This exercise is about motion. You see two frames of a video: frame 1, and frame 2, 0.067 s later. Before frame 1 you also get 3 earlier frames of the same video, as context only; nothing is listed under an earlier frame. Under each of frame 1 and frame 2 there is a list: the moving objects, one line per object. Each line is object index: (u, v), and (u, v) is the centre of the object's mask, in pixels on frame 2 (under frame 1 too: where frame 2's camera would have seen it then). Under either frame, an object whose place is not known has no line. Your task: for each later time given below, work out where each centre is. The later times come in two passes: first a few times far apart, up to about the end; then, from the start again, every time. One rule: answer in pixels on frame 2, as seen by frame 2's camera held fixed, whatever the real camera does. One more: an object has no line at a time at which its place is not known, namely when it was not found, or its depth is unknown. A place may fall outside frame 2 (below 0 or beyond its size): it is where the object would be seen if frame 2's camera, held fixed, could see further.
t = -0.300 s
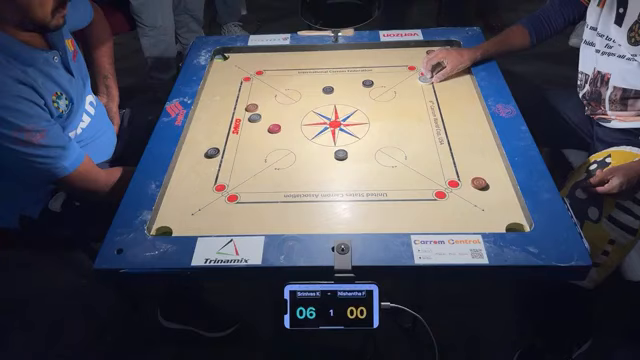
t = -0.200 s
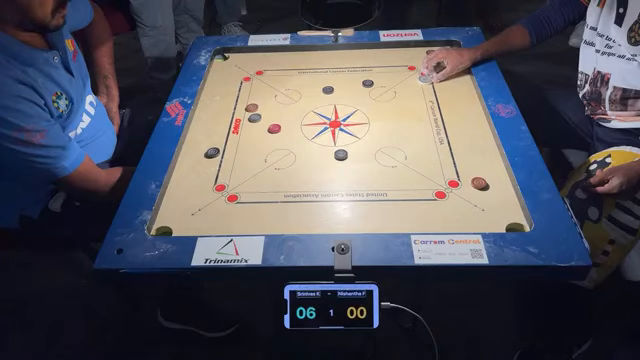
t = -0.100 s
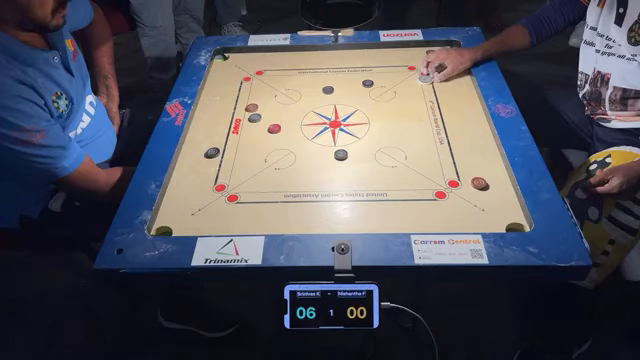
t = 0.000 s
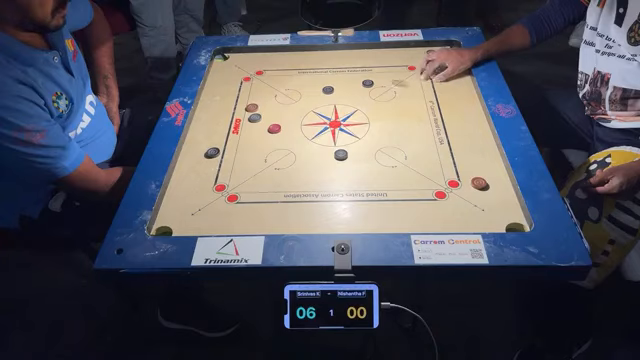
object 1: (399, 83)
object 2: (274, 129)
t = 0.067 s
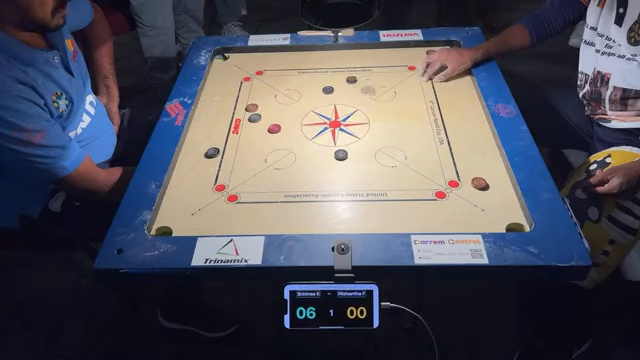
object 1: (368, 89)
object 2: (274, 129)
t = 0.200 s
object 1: (321, 106)
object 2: (274, 128)
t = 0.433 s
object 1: (263, 123)
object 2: (253, 146)
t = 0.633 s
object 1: (249, 127)
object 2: (220, 172)
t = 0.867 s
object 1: (249, 127)
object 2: (204, 183)
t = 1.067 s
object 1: (249, 127)
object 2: (204, 183)
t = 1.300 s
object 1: (249, 127)
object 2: (204, 183)
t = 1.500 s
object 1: (249, 127)
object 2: (204, 183)
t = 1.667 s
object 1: (249, 127)
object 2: (204, 183)
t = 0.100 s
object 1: (356, 94)
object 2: (274, 128)
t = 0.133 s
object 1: (343, 99)
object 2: (274, 128)
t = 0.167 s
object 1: (332, 102)
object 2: (274, 128)
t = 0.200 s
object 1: (321, 106)
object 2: (274, 128)
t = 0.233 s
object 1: (310, 110)
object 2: (274, 128)
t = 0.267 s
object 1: (299, 114)
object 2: (274, 128)
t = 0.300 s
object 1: (290, 117)
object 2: (274, 128)
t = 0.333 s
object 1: (281, 120)
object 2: (274, 128)
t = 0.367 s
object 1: (274, 121)
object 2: (267, 135)
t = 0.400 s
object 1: (268, 122)
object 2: (260, 140)
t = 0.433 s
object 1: (263, 123)
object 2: (253, 146)
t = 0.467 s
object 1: (260, 124)
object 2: (246, 151)
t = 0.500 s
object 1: (256, 125)
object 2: (240, 156)
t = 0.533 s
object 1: (254, 125)
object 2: (234, 160)
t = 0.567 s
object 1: (252, 126)
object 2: (229, 165)
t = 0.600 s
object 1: (250, 126)
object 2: (224, 169)
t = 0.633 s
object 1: (249, 127)
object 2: (220, 172)
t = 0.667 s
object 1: (249, 127)
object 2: (215, 175)
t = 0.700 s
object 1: (249, 127)
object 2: (212, 177)
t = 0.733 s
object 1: (249, 127)
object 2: (208, 180)
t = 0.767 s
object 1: (249, 127)
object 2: (207, 181)
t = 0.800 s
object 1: (249, 127)
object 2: (205, 182)
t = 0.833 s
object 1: (249, 127)
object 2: (204, 183)
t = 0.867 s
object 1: (249, 127)
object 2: (204, 183)
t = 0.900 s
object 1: (249, 127)
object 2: (204, 183)
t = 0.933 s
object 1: (249, 127)
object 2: (204, 183)
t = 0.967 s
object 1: (249, 127)
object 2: (204, 183)
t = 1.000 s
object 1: (249, 127)
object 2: (204, 183)
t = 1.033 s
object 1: (249, 127)
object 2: (204, 183)
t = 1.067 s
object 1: (249, 127)
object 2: (204, 183)
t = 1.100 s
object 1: (249, 127)
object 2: (204, 183)
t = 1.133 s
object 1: (249, 127)
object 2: (204, 183)
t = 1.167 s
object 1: (249, 127)
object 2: (204, 183)
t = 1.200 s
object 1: (249, 127)
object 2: (204, 183)
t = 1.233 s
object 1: (249, 127)
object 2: (204, 183)
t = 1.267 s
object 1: (249, 127)
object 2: (204, 183)
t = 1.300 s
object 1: (249, 127)
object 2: (204, 183)
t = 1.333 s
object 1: (249, 127)
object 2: (204, 183)
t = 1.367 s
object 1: (249, 127)
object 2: (204, 183)
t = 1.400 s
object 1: (249, 127)
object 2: (204, 183)
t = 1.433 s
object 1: (249, 127)
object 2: (204, 183)
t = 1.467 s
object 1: (249, 127)
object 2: (204, 183)
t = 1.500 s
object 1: (249, 127)
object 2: (204, 183)
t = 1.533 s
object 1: (249, 127)
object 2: (204, 183)
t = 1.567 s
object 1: (249, 127)
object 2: (204, 183)
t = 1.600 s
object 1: (249, 127)
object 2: (204, 183)
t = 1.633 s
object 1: (249, 127)
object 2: (204, 183)
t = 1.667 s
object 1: (249, 127)
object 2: (204, 183)
